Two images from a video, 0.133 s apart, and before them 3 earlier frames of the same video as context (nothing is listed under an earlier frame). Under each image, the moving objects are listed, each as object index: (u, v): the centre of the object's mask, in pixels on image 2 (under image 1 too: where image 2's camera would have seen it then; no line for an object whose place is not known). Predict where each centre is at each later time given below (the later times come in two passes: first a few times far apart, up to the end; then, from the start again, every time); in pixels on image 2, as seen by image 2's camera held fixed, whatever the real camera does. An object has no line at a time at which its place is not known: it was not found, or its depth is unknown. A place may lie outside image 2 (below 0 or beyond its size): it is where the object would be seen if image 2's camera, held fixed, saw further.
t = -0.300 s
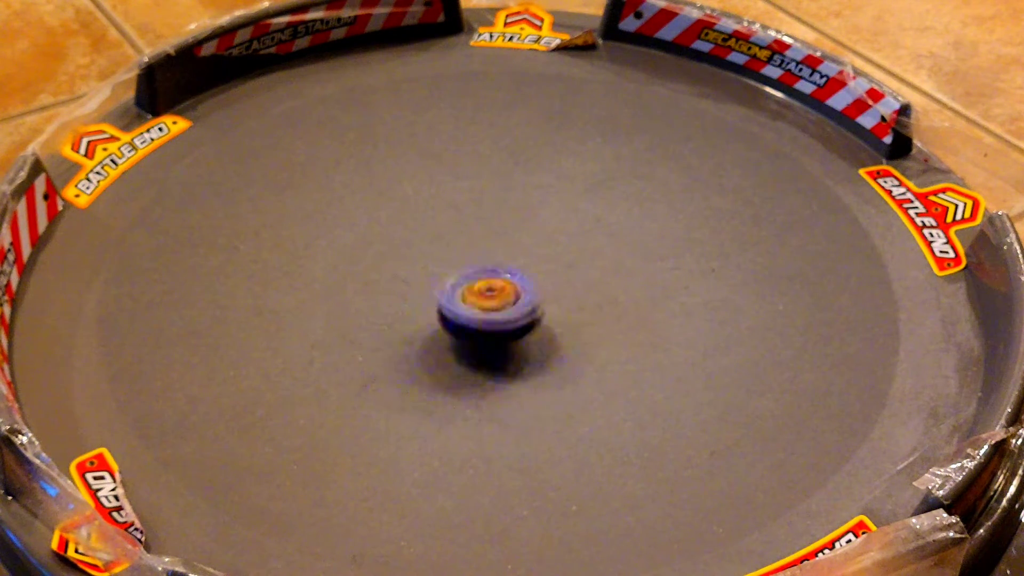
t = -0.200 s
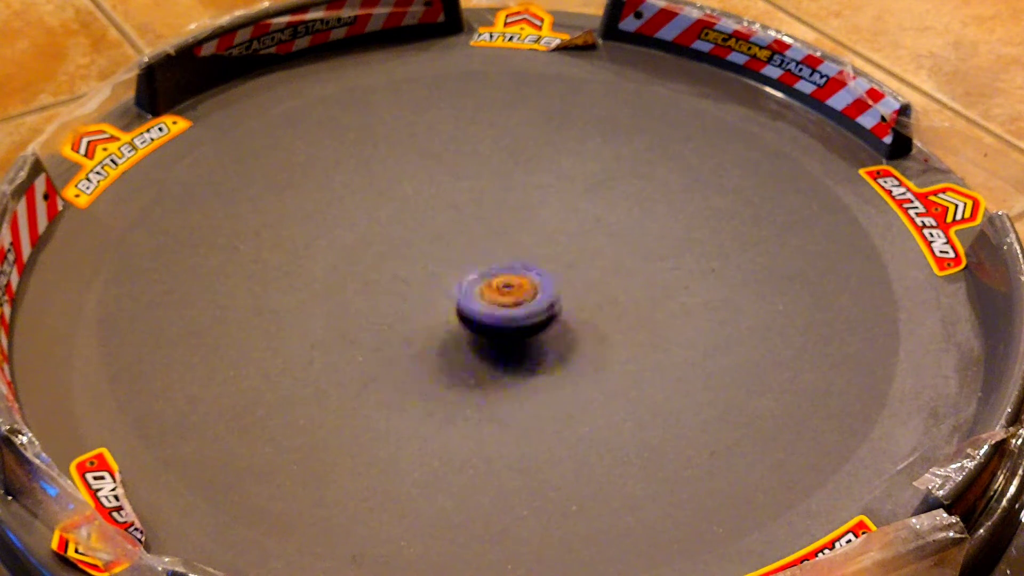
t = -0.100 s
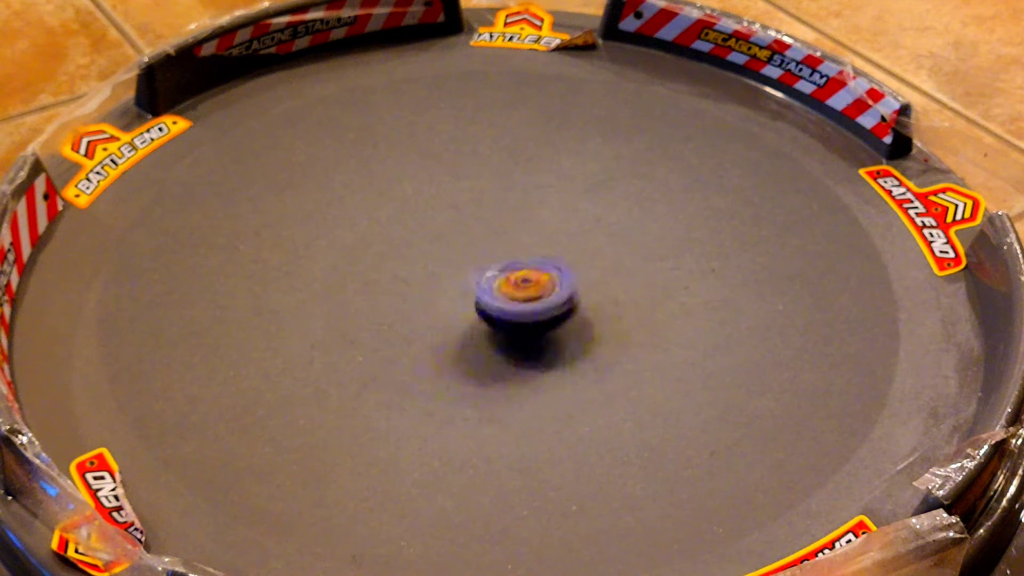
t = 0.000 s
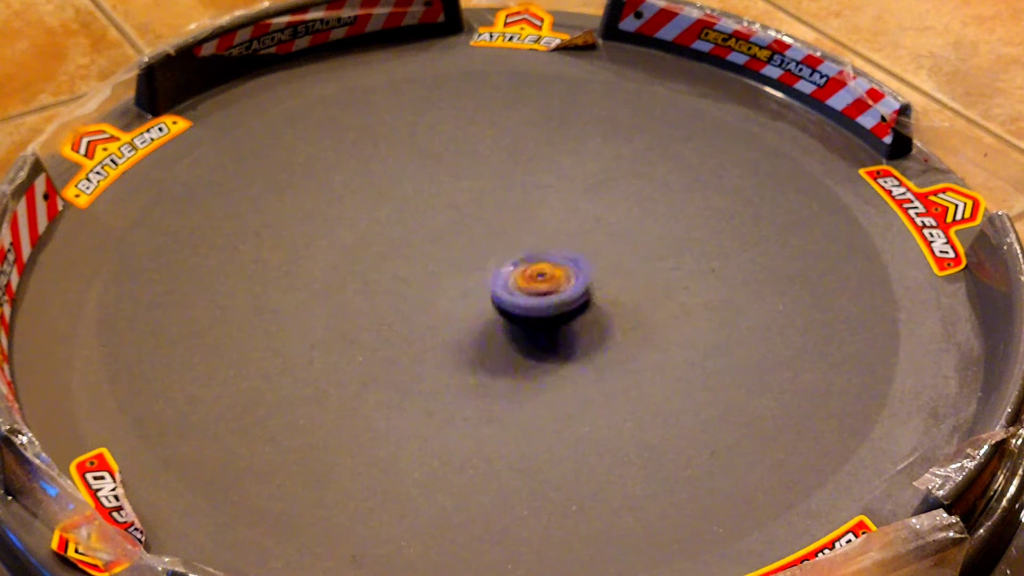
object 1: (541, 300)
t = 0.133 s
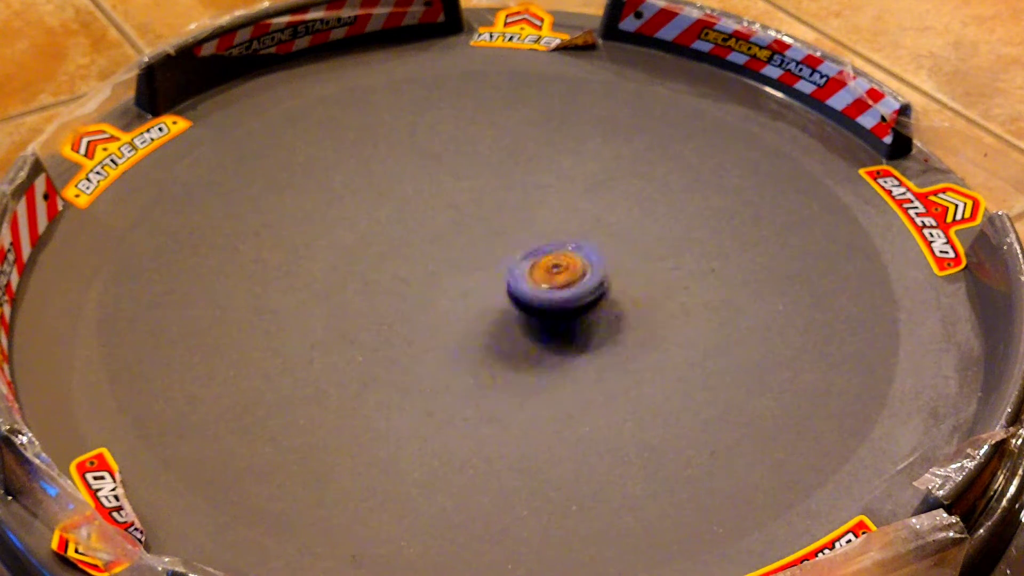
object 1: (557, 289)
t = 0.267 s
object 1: (561, 278)
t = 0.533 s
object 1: (543, 265)
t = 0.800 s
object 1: (500, 265)
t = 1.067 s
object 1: (455, 268)
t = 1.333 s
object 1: (441, 281)
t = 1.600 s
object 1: (465, 298)
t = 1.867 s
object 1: (509, 311)
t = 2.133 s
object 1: (541, 308)
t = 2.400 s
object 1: (539, 293)
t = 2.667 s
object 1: (516, 267)
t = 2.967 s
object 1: (484, 257)
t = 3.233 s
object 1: (469, 269)
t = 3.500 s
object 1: (470, 295)
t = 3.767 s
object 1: (481, 312)
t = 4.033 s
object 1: (506, 307)
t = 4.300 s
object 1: (531, 288)
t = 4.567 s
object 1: (533, 272)
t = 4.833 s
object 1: (510, 267)
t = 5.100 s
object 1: (478, 273)
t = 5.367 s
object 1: (462, 284)
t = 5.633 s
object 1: (475, 299)
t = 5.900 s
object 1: (503, 306)
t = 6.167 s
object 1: (526, 298)
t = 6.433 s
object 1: (526, 283)
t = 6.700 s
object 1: (507, 271)
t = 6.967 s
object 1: (482, 270)
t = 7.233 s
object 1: (473, 282)
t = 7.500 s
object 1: (482, 300)
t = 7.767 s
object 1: (502, 305)
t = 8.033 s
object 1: (522, 296)
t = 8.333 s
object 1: (521, 273)
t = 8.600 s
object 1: (499, 270)
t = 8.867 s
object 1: (477, 276)
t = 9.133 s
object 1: (475, 289)
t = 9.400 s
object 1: (492, 301)
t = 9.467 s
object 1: (495, 302)
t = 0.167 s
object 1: (557, 287)
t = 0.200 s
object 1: (558, 285)
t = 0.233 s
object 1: (561, 283)
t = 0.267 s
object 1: (561, 278)
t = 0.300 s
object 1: (559, 277)
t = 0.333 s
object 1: (560, 275)
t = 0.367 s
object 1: (559, 271)
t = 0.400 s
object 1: (556, 271)
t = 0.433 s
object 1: (553, 270)
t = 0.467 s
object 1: (551, 268)
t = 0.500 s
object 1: (548, 265)
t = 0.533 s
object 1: (543, 265)
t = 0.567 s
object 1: (538, 265)
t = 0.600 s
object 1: (536, 264)
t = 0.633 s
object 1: (530, 262)
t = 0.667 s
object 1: (524, 264)
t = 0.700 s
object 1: (519, 263)
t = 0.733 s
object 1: (514, 263)
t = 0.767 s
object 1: (508, 263)
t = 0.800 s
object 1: (500, 265)
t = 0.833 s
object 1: (494, 265)
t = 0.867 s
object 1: (490, 264)
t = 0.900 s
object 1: (482, 265)
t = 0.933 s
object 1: (476, 266)
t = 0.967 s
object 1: (471, 267)
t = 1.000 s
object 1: (467, 267)
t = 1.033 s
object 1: (461, 267)
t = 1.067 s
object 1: (455, 268)
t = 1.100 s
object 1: (451, 270)
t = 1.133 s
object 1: (450, 271)
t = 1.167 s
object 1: (447, 271)
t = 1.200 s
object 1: (443, 273)
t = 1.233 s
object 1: (441, 275)
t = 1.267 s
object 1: (441, 278)
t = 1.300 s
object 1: (441, 280)
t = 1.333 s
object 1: (441, 281)
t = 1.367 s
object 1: (441, 284)
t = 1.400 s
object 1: (444, 286)
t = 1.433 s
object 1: (447, 288)
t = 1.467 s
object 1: (450, 290)
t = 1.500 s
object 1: (453, 291)
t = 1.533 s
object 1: (456, 294)
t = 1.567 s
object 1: (461, 297)
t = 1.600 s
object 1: (465, 298)
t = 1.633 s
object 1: (471, 300)
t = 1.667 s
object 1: (475, 302)
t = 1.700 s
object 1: (481, 304)
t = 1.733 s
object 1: (488, 306)
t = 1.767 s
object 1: (493, 307)
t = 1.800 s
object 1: (499, 308)
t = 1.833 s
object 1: (504, 310)
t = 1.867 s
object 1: (509, 311)
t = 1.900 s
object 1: (517, 312)
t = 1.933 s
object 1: (520, 311)
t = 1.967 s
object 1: (524, 311)
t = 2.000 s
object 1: (528, 311)
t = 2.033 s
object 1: (533, 313)
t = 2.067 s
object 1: (537, 312)
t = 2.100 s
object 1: (538, 309)
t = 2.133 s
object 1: (541, 308)
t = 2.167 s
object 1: (541, 307)
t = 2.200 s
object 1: (542, 306)
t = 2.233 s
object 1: (545, 305)
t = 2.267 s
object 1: (544, 299)
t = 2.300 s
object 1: (544, 298)
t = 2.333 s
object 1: (542, 297)
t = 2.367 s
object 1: (539, 295)
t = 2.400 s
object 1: (539, 293)
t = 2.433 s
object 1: (538, 289)
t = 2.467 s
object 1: (536, 284)
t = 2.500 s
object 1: (532, 281)
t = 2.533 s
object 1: (528, 280)
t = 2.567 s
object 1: (525, 278)
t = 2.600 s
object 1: (522, 274)
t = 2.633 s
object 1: (520, 271)
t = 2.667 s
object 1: (516, 267)
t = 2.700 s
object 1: (512, 261)
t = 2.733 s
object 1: (507, 260)
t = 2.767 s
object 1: (503, 262)
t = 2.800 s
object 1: (500, 260)
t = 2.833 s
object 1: (497, 259)
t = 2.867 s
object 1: (495, 257)
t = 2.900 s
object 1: (490, 256)
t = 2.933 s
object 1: (488, 255)
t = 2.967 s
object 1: (484, 257)
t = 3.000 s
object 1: (481, 257)
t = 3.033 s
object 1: (480, 258)
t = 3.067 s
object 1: (479, 259)
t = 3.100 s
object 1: (478, 260)
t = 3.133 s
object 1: (475, 262)
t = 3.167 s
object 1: (473, 264)
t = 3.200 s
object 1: (471, 266)
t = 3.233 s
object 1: (469, 269)
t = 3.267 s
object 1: (469, 272)
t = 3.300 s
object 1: (468, 273)
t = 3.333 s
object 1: (470, 278)
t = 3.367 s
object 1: (469, 280)
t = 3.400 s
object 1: (468, 284)
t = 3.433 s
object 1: (468, 287)
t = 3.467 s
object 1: (469, 291)
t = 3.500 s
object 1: (470, 295)
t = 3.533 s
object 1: (470, 298)
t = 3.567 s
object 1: (473, 302)
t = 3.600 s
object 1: (475, 303)
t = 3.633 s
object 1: (476, 305)
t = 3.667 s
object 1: (477, 308)
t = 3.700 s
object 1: (479, 310)
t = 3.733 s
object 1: (480, 311)
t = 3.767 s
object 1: (481, 312)
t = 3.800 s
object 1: (485, 314)
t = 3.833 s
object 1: (487, 314)
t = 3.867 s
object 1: (491, 313)
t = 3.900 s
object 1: (493, 312)
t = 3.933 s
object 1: (497, 312)
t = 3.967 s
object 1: (500, 311)
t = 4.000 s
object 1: (503, 309)
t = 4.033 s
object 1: (506, 307)
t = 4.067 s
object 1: (510, 306)
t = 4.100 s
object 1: (513, 305)
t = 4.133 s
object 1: (518, 302)
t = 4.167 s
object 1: (521, 300)
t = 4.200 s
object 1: (524, 297)
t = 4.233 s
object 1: (528, 295)
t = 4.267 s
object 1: (529, 291)
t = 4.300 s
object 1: (531, 288)
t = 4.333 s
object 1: (532, 286)
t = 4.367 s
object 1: (534, 284)
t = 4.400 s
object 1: (533, 282)
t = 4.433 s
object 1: (534, 280)
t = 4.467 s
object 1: (534, 278)
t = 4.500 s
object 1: (534, 276)
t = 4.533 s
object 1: (534, 274)
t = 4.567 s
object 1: (533, 272)
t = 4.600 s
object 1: (532, 271)
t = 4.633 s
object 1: (530, 269)
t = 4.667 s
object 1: (529, 268)
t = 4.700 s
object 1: (525, 267)
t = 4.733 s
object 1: (523, 267)
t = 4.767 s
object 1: (519, 262)
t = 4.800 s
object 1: (516, 265)
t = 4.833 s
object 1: (510, 267)
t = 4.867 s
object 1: (506, 268)
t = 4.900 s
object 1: (500, 269)
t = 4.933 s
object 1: (496, 269)
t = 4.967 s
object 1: (492, 269)
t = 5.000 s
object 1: (488, 271)
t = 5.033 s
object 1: (485, 271)
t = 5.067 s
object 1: (481, 272)
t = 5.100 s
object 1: (478, 273)
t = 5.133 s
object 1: (475, 274)
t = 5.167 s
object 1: (472, 275)
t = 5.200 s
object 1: (469, 277)
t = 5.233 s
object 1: (467, 278)
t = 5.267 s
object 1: (465, 279)
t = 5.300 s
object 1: (464, 281)
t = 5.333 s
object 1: (462, 283)
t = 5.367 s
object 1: (462, 284)
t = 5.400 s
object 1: (461, 286)
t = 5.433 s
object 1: (463, 288)
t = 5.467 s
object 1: (463, 290)
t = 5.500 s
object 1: (466, 293)
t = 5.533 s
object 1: (467, 294)
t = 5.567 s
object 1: (470, 295)
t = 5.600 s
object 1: (471, 297)
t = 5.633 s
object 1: (475, 299)
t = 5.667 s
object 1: (477, 301)
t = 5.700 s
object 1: (481, 302)
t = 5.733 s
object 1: (484, 303)
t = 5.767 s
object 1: (488, 303)
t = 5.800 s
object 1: (492, 305)
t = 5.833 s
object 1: (495, 305)
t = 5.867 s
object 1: (499, 306)
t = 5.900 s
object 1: (503, 306)
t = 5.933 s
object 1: (507, 306)
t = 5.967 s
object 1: (510, 305)
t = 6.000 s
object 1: (514, 305)
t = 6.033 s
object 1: (517, 304)
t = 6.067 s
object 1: (520, 303)
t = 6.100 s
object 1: (522, 301)
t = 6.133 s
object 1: (524, 300)
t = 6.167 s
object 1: (526, 298)
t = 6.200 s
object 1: (528, 296)
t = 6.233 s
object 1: (529, 295)
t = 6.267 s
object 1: (529, 293)
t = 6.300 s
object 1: (529, 291)
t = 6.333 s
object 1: (529, 290)
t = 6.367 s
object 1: (529, 288)
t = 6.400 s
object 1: (528, 285)
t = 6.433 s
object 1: (526, 283)
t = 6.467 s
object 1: (525, 281)
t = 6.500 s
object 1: (523, 279)
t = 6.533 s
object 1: (521, 277)
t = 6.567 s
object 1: (519, 276)
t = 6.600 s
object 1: (515, 274)
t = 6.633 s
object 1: (513, 273)
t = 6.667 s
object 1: (509, 272)
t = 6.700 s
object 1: (507, 271)
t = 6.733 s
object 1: (503, 270)
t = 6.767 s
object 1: (500, 269)
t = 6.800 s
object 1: (496, 269)
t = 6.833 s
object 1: (493, 269)
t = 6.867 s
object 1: (489, 269)
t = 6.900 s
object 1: (487, 269)
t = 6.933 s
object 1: (484, 269)
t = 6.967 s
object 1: (482, 270)
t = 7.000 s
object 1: (479, 271)
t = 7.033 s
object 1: (478, 272)
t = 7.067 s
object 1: (475, 274)
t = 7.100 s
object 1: (476, 274)
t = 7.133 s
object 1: (474, 276)
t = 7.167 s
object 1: (475, 278)
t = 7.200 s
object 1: (472, 279)
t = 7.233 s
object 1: (473, 282)
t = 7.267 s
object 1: (473, 283)
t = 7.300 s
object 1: (475, 286)
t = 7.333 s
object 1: (474, 288)
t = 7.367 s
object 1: (476, 292)
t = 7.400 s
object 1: (476, 293)
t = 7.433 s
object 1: (478, 295)
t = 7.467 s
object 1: (479, 297)
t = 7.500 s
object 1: (482, 300)
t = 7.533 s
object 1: (483, 302)
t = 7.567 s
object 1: (486, 303)
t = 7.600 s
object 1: (488, 303)
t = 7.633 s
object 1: (490, 304)
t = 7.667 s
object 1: (494, 304)
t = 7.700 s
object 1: (496, 304)
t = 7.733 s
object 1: (500, 305)
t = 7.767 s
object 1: (502, 305)
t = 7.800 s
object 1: (507, 304)
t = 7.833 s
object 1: (509, 303)
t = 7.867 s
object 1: (514, 303)
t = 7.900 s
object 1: (515, 302)
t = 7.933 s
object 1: (519, 301)
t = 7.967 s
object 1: (519, 299)
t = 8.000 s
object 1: (521, 297)
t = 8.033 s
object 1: (522, 296)
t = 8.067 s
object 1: (522, 294)
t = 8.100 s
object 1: (522, 292)
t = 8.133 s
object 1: (522, 289)
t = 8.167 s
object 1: (524, 288)
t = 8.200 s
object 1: (522, 285)
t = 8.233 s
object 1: (523, 283)
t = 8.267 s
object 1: (522, 276)
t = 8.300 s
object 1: (522, 278)
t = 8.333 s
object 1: (521, 273)
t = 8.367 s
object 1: (520, 272)
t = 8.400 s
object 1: (516, 270)
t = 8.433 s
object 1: (514, 274)
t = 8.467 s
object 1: (511, 267)
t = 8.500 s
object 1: (507, 272)
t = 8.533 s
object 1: (505, 271)
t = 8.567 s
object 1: (501, 270)
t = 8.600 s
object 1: (499, 270)
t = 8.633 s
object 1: (497, 269)
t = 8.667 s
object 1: (495, 266)
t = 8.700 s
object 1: (492, 267)
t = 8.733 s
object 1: (489, 270)
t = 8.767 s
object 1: (486, 272)
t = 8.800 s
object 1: (484, 274)
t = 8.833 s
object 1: (480, 275)
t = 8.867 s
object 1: (477, 276)
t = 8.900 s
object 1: (477, 277)
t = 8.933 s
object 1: (475, 278)
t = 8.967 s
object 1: (476, 280)
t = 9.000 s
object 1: (474, 281)
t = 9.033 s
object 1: (476, 283)
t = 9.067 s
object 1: (475, 285)
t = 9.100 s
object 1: (476, 288)
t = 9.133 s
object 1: (475, 289)
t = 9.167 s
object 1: (476, 291)
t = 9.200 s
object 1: (478, 293)
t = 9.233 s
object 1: (479, 295)
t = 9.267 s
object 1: (482, 296)
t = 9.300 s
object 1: (483, 297)
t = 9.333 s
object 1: (488, 300)
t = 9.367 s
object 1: (489, 300)
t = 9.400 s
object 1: (492, 301)
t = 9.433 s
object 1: (493, 302)
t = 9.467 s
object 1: (495, 302)
